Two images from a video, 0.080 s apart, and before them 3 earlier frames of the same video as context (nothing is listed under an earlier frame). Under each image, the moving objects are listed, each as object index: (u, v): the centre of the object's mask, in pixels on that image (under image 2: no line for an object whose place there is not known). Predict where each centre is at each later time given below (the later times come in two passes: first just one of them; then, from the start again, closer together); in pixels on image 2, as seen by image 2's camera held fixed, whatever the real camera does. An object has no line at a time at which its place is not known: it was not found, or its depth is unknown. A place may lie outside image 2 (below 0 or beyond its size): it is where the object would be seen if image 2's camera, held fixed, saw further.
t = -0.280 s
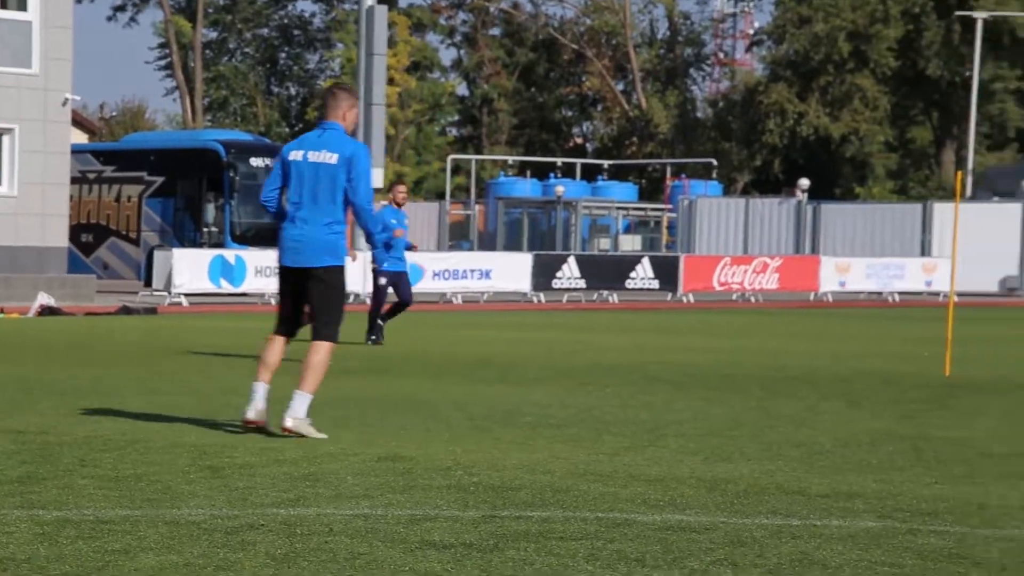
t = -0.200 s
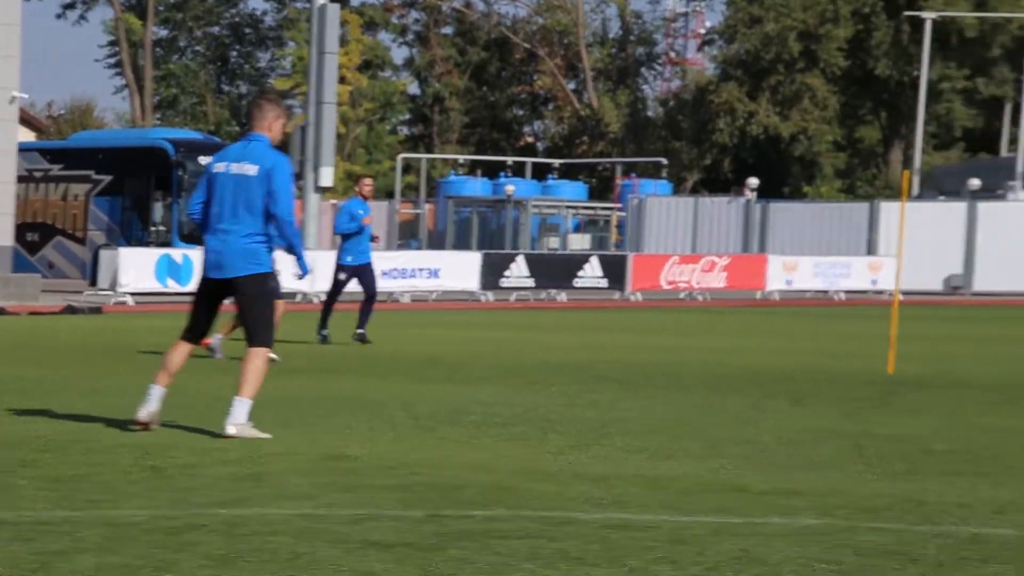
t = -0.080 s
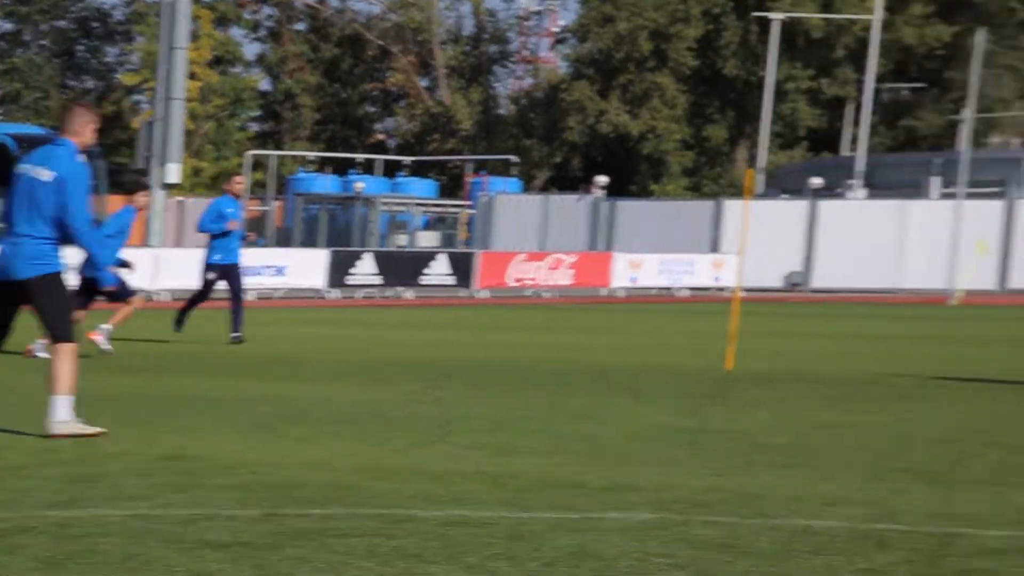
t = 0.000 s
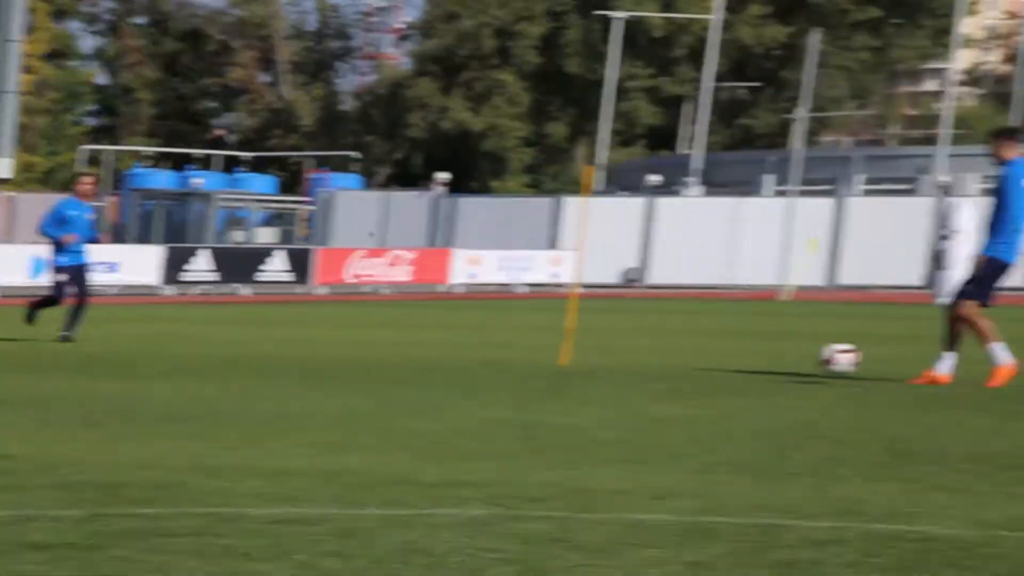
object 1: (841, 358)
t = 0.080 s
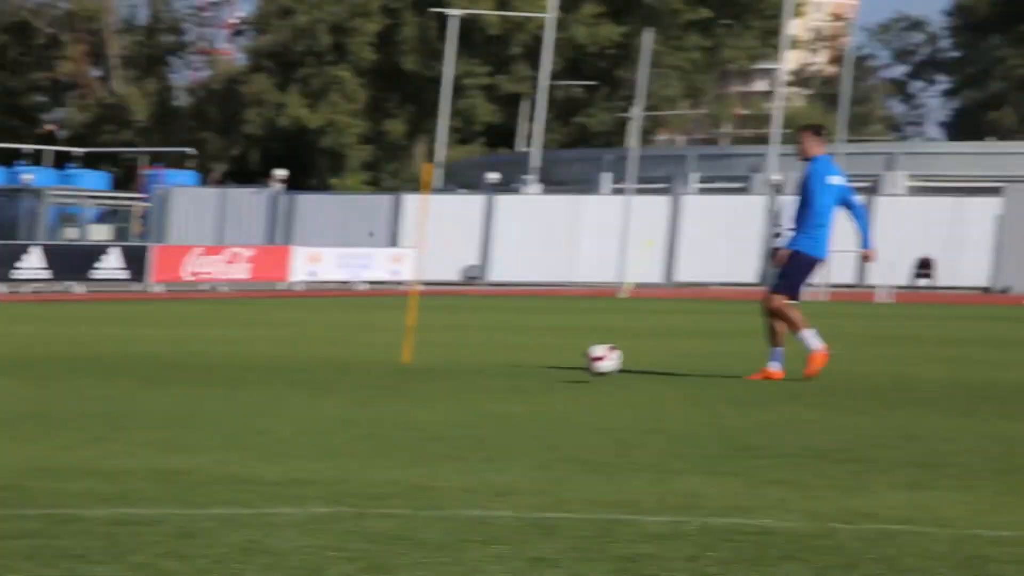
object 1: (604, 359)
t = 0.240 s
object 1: (465, 367)
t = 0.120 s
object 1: (564, 365)
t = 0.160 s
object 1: (527, 371)
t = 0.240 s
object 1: (465, 367)
